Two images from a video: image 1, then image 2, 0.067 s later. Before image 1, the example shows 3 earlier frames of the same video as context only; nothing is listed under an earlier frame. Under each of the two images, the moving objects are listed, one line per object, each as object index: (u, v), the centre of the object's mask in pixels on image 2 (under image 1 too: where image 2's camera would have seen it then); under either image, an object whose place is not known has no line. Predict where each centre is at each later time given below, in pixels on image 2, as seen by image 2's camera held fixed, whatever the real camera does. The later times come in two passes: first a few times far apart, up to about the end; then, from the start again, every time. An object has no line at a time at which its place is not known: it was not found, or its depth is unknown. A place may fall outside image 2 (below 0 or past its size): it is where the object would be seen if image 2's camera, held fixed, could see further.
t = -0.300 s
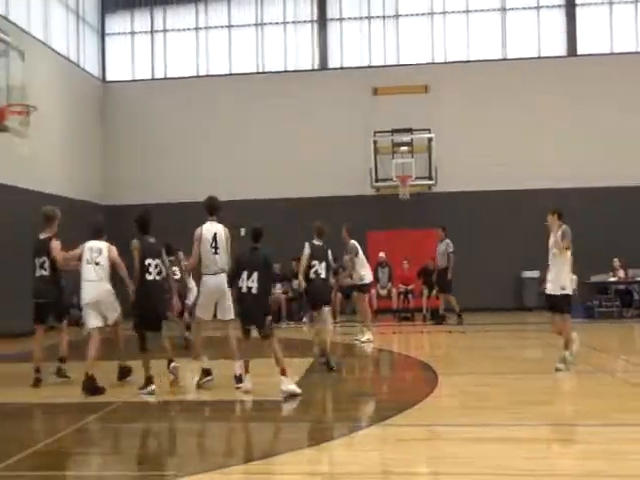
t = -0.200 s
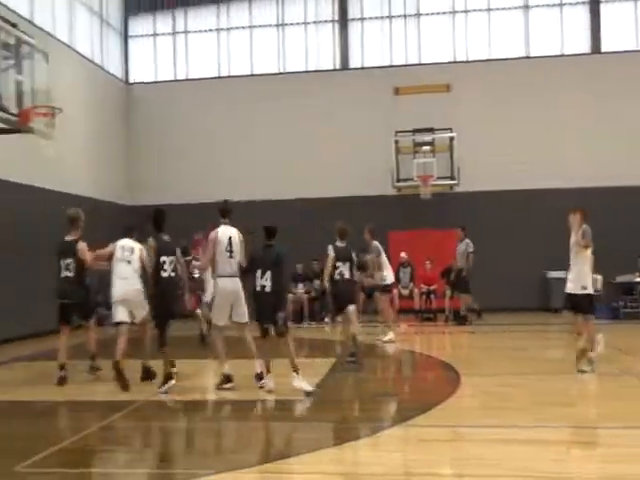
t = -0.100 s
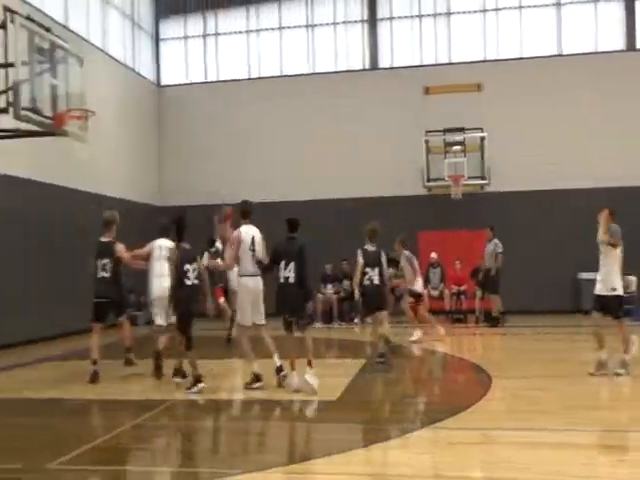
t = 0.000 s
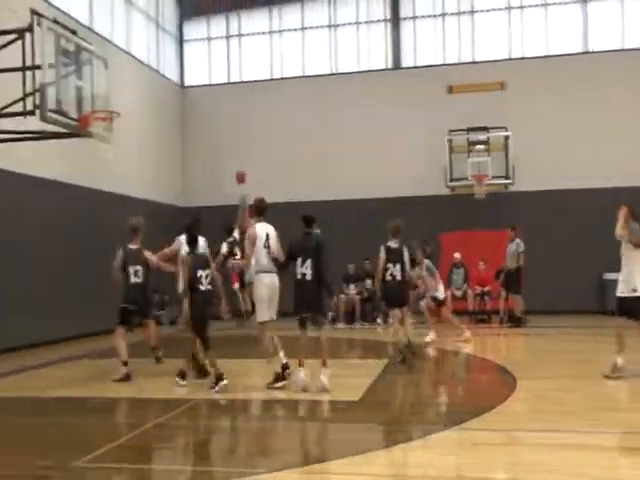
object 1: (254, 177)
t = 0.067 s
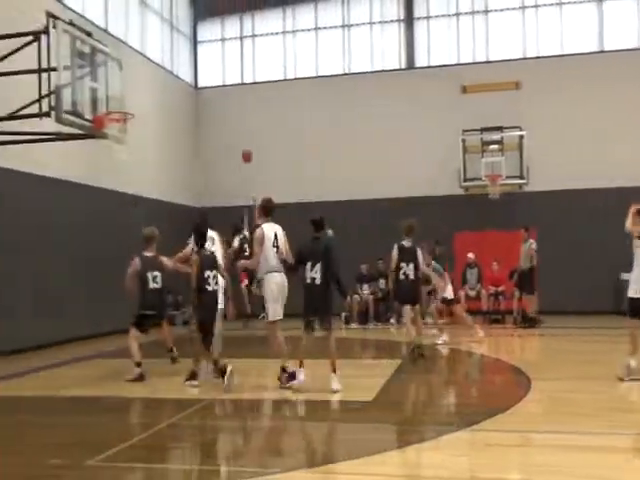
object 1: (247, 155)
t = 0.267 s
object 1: (223, 102)
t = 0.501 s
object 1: (192, 61)
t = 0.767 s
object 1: (153, 55)
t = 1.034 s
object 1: (115, 97)
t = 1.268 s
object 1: (113, 62)
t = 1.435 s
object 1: (118, 38)
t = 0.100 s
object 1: (242, 146)
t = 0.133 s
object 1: (239, 135)
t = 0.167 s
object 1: (235, 126)
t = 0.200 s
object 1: (230, 118)
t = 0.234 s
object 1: (227, 109)
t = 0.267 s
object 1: (223, 102)
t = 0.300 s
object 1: (219, 94)
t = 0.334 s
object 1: (215, 88)
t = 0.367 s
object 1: (210, 81)
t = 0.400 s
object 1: (206, 75)
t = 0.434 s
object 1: (201, 70)
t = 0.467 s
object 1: (197, 65)
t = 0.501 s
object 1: (192, 61)
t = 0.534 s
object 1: (187, 57)
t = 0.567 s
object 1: (183, 55)
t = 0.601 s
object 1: (178, 53)
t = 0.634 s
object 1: (174, 52)
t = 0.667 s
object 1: (168, 51)
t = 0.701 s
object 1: (163, 51)
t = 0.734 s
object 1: (158, 52)
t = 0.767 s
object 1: (153, 55)
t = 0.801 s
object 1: (148, 56)
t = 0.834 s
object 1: (143, 60)
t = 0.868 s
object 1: (136, 64)
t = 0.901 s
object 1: (130, 70)
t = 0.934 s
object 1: (124, 76)
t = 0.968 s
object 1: (119, 83)
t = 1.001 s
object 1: (117, 89)
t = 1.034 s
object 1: (115, 97)
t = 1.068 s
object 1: (113, 102)
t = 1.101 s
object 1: (113, 103)
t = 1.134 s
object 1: (112, 94)
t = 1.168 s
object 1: (113, 85)
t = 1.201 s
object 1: (113, 75)
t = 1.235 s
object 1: (113, 68)
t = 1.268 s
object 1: (113, 62)
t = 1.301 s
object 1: (114, 56)
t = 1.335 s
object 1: (115, 49)
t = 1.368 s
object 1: (116, 44)
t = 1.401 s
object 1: (117, 41)
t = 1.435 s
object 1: (118, 38)
